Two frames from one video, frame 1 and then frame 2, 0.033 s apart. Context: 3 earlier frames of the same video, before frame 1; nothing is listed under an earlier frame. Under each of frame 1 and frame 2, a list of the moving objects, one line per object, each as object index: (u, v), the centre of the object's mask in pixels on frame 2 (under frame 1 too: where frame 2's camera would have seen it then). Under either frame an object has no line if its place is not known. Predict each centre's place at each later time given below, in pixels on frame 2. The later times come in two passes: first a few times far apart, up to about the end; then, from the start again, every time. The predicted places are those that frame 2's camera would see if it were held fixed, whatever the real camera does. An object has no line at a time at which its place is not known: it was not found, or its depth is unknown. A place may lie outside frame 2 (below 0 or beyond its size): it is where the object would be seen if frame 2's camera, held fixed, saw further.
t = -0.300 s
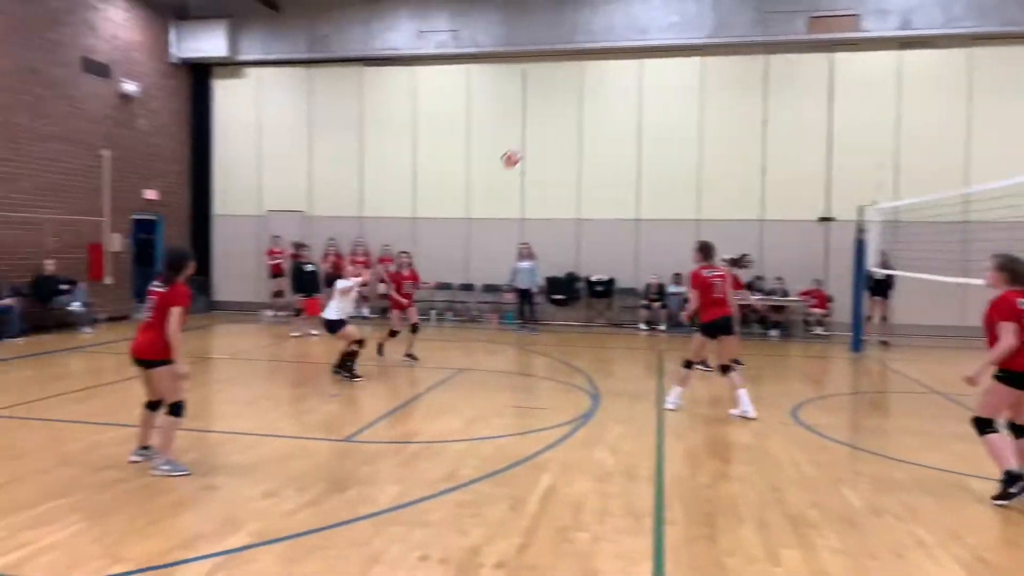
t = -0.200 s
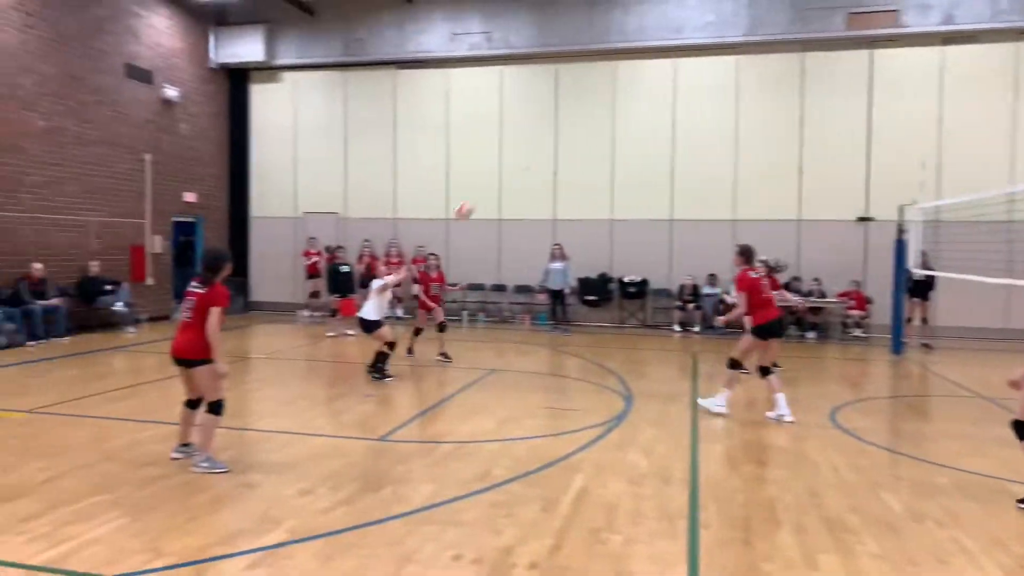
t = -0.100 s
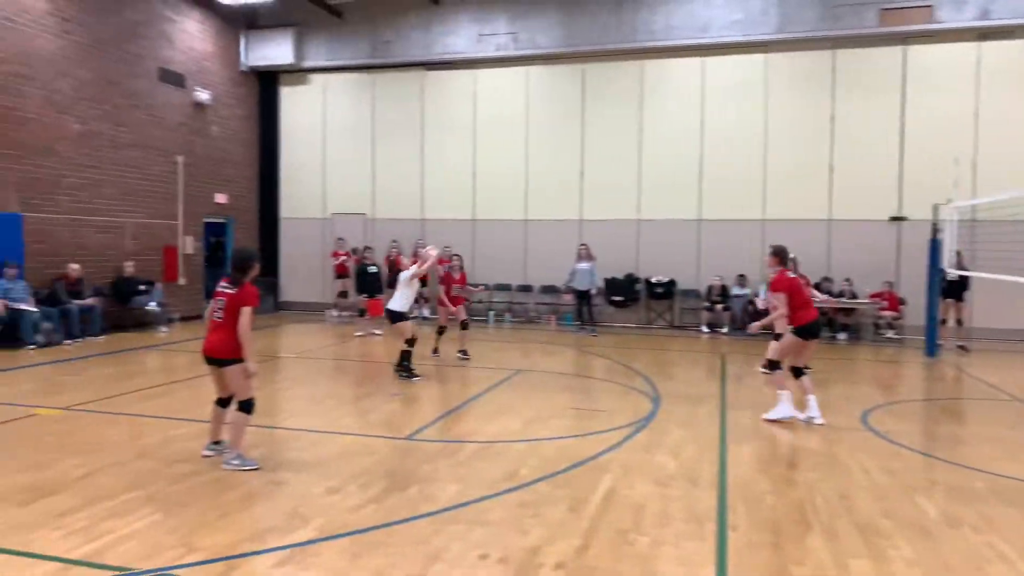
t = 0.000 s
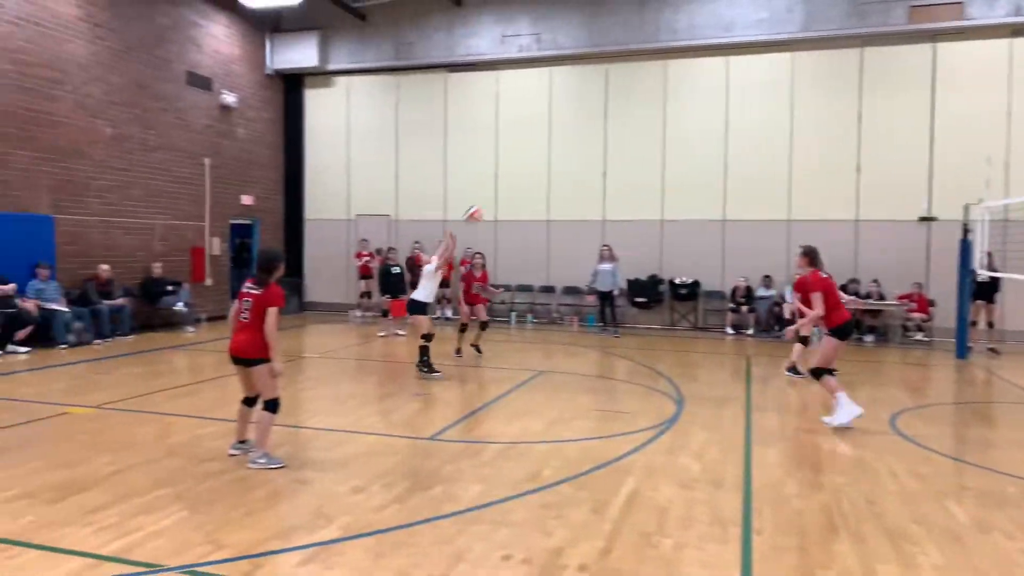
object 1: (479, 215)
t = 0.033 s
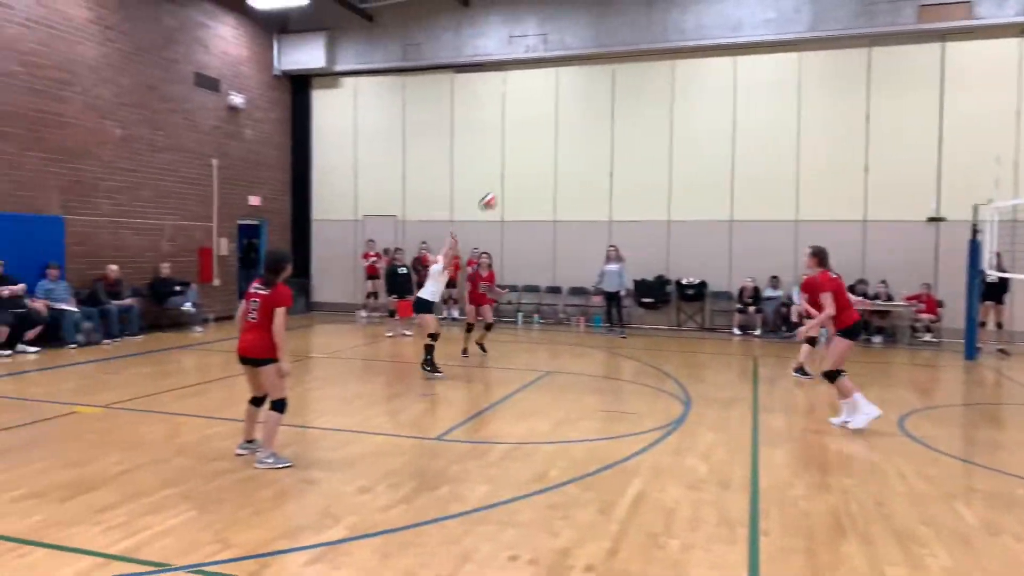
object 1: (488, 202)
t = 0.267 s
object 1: (547, 134)
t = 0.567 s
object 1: (620, 109)
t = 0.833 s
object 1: (680, 151)
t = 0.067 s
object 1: (497, 190)
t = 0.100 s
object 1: (505, 178)
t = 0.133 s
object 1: (513, 168)
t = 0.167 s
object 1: (522, 158)
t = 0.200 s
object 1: (530, 150)
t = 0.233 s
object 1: (539, 141)
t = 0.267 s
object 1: (547, 134)
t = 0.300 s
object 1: (556, 128)
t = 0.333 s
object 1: (564, 122)
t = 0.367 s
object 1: (573, 117)
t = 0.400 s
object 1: (581, 113)
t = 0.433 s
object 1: (589, 111)
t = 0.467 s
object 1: (596, 109)
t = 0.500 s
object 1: (604, 108)
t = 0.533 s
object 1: (611, 108)
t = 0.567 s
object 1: (620, 109)
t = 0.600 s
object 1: (627, 112)
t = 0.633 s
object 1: (636, 114)
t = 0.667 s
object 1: (643, 119)
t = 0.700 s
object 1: (650, 123)
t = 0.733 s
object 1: (658, 128)
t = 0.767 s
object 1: (665, 135)
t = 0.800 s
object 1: (673, 143)
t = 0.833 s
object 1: (680, 151)
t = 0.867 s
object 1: (686, 159)
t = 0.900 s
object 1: (694, 170)
